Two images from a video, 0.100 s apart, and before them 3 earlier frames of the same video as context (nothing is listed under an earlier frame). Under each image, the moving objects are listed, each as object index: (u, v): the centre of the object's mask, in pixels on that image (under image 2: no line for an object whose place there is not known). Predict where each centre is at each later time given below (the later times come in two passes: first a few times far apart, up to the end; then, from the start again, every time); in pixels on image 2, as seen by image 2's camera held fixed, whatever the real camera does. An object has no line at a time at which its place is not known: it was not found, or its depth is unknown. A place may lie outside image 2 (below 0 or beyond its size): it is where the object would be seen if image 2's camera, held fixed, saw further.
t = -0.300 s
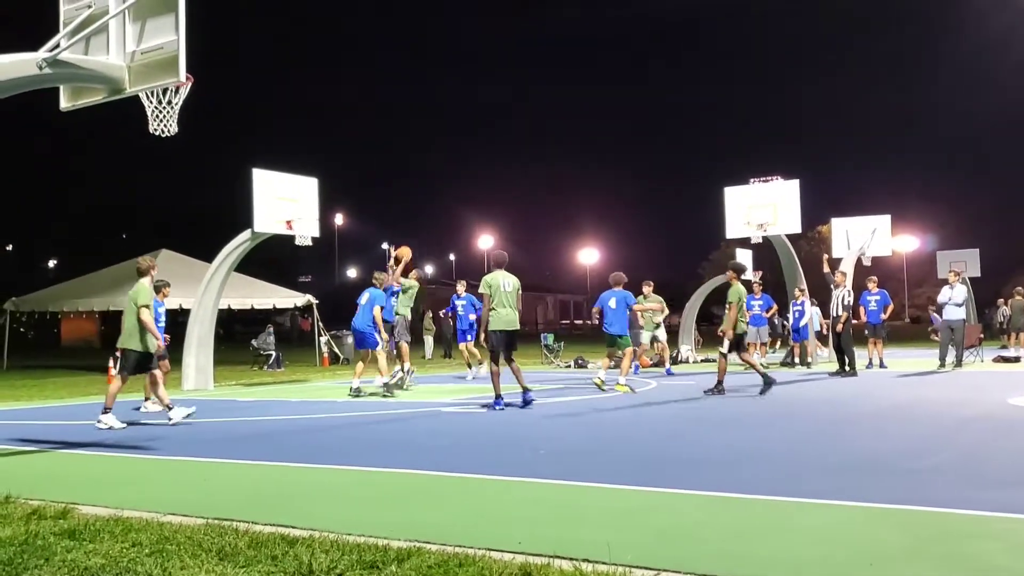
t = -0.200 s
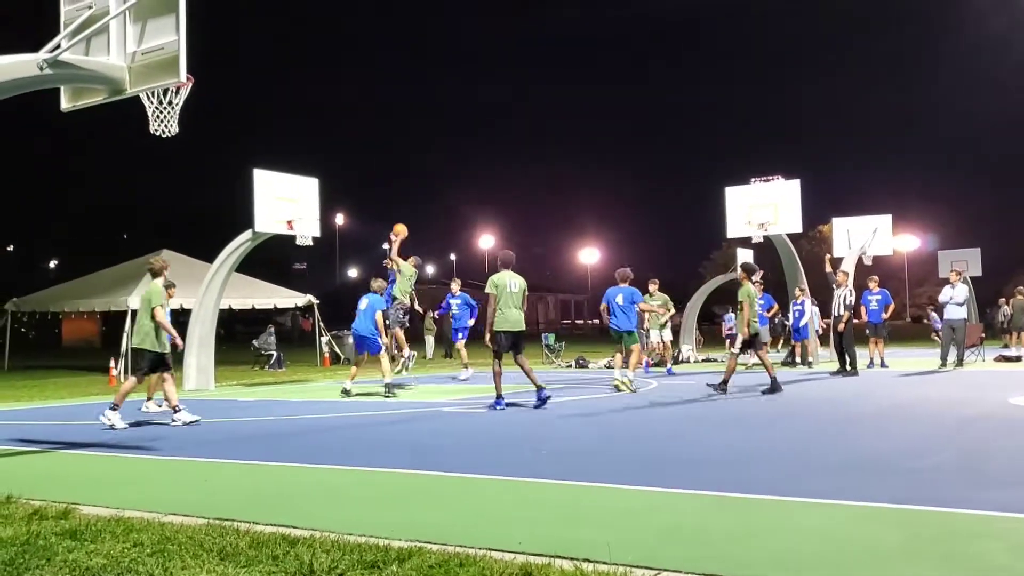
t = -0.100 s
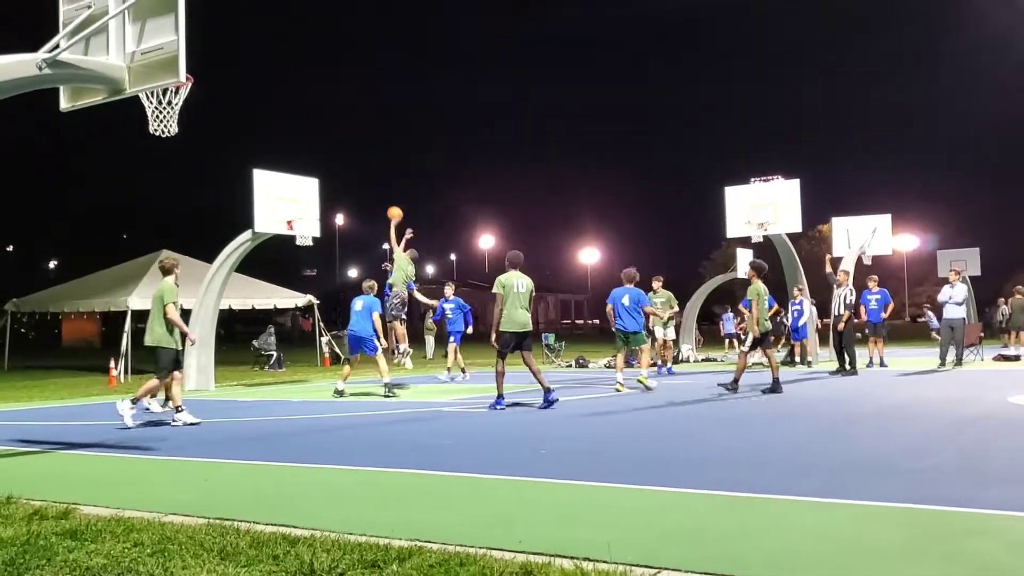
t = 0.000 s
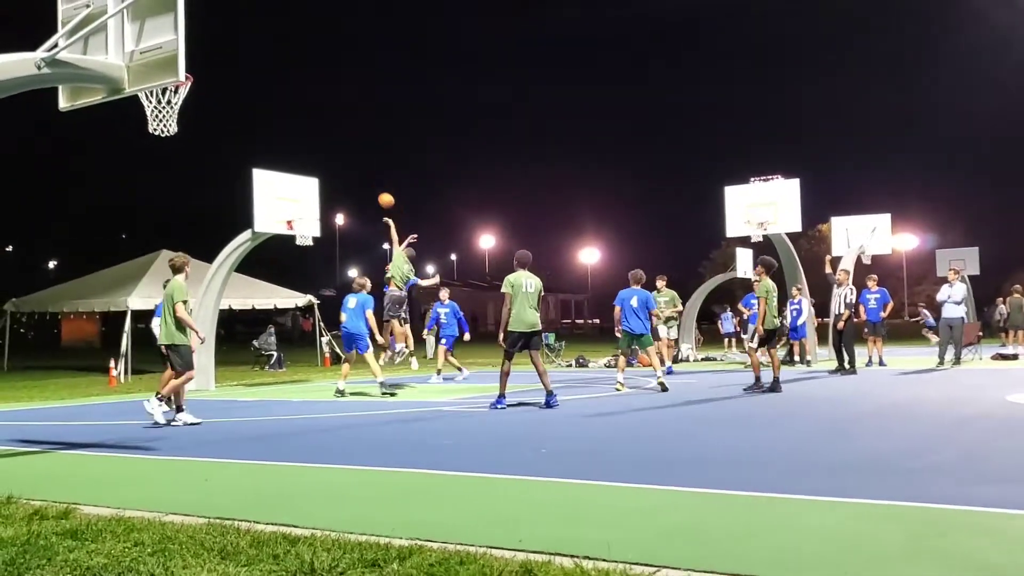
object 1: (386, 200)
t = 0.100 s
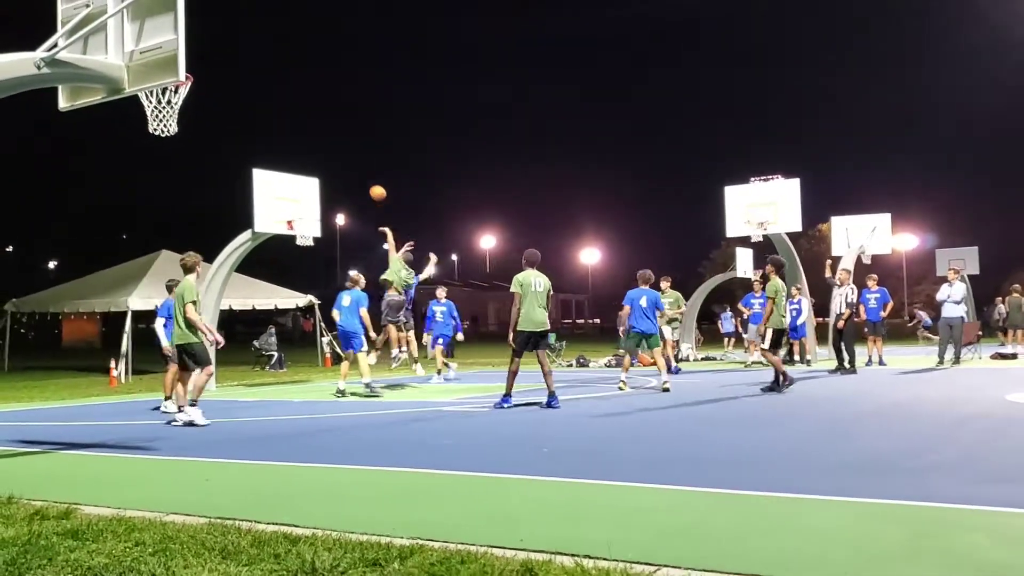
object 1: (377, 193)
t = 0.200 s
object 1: (369, 191)
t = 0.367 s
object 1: (355, 200)
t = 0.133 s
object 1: (375, 191)
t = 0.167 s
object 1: (372, 191)
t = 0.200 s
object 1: (369, 191)
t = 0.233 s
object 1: (366, 192)
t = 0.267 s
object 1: (363, 193)
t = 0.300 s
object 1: (361, 195)
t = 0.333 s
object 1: (358, 197)
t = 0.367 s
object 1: (355, 200)
